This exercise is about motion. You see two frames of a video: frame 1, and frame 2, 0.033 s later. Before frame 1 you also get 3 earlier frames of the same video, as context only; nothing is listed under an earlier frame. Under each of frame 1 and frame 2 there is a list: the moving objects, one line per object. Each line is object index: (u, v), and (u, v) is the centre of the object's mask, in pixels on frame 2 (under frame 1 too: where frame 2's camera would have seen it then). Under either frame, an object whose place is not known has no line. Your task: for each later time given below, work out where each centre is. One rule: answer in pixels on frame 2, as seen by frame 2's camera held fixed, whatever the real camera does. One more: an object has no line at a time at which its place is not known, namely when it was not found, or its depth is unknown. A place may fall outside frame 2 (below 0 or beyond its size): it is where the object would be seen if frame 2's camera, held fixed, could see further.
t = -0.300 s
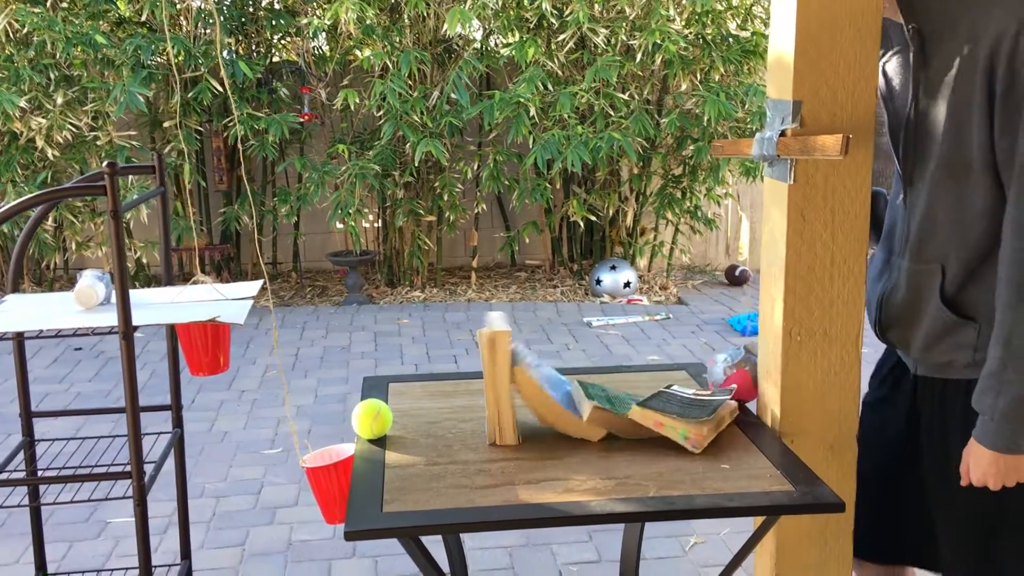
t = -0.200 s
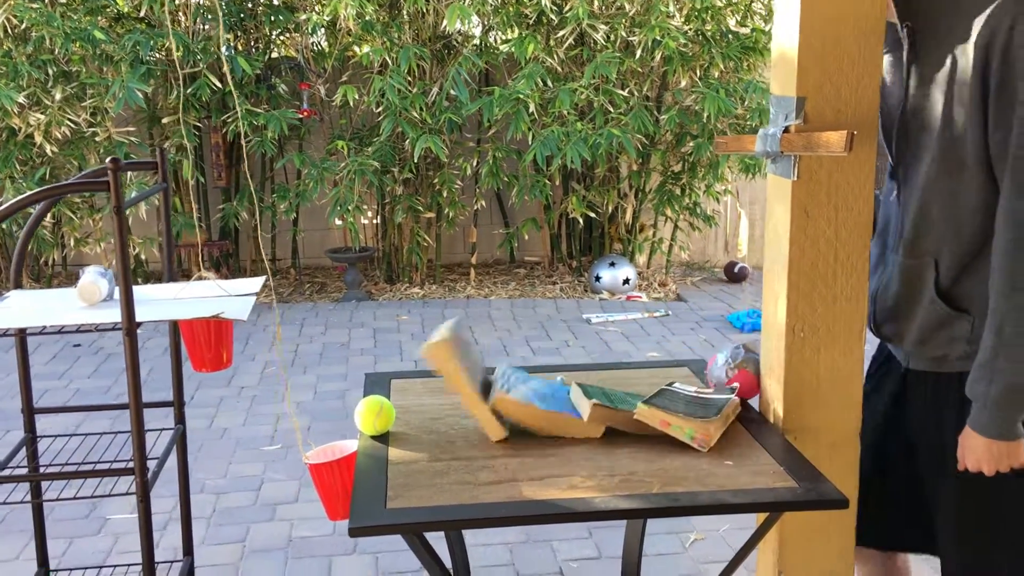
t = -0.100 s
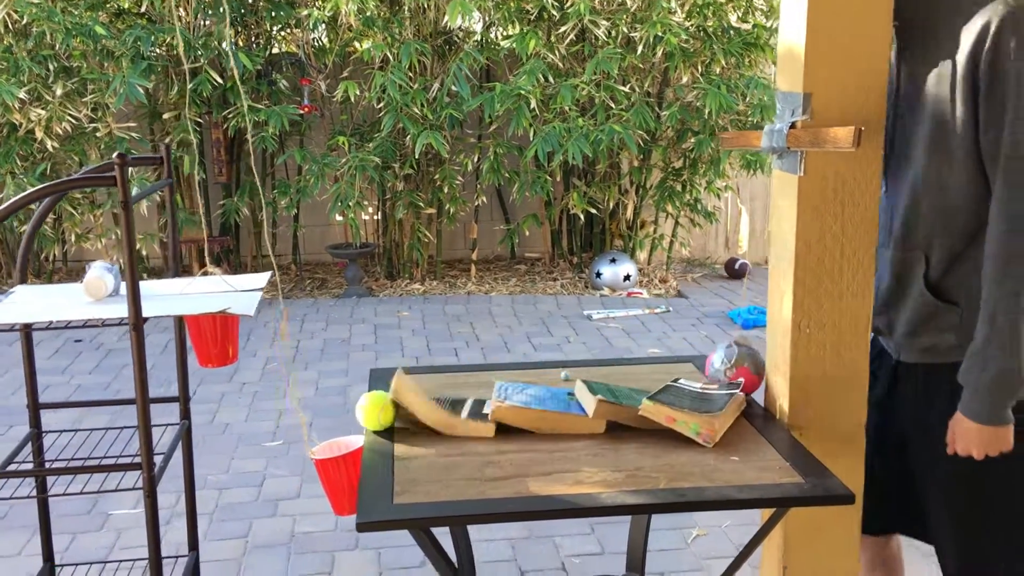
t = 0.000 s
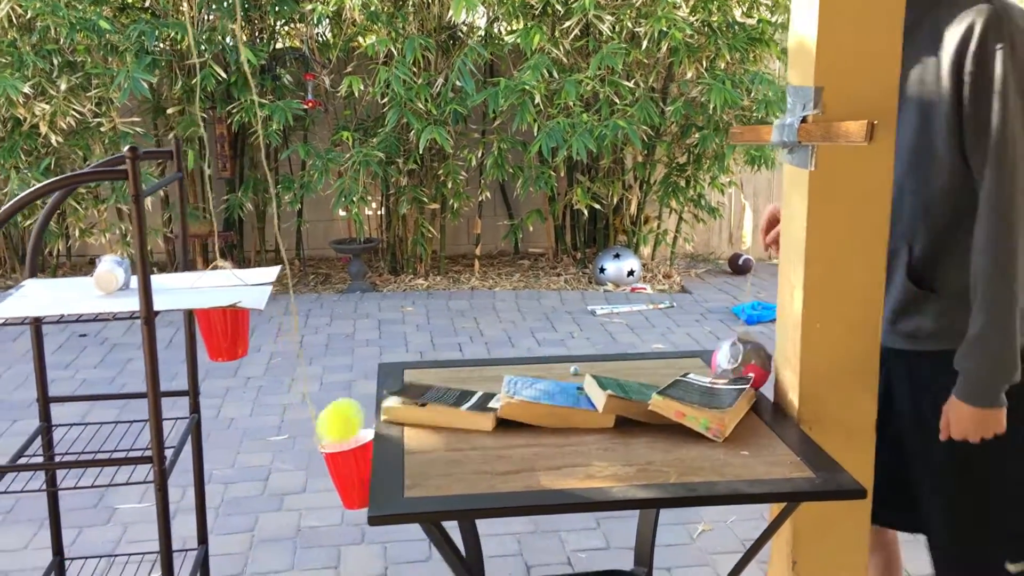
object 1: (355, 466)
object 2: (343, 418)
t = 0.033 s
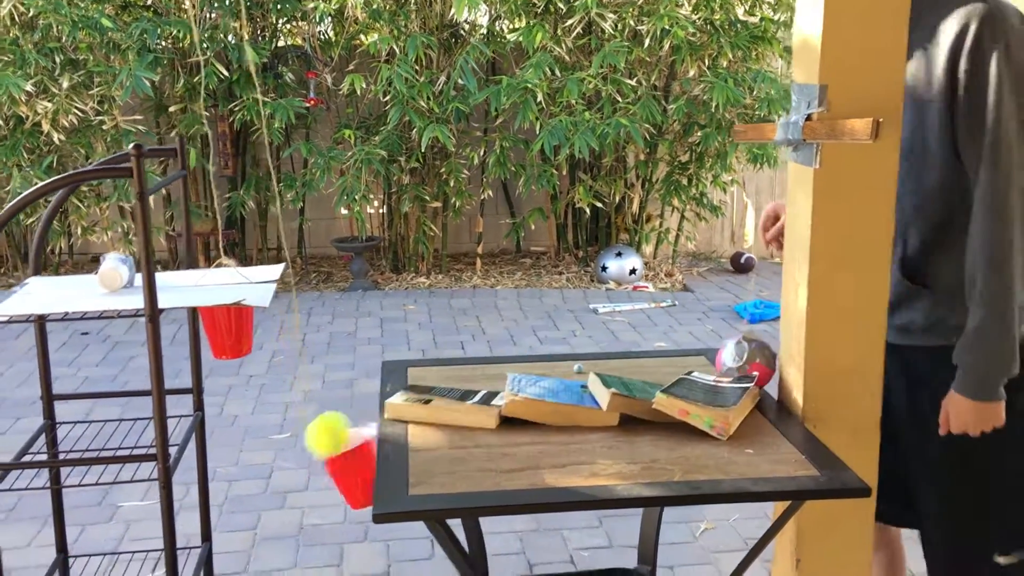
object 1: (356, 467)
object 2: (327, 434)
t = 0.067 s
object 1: (349, 475)
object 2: (315, 449)
